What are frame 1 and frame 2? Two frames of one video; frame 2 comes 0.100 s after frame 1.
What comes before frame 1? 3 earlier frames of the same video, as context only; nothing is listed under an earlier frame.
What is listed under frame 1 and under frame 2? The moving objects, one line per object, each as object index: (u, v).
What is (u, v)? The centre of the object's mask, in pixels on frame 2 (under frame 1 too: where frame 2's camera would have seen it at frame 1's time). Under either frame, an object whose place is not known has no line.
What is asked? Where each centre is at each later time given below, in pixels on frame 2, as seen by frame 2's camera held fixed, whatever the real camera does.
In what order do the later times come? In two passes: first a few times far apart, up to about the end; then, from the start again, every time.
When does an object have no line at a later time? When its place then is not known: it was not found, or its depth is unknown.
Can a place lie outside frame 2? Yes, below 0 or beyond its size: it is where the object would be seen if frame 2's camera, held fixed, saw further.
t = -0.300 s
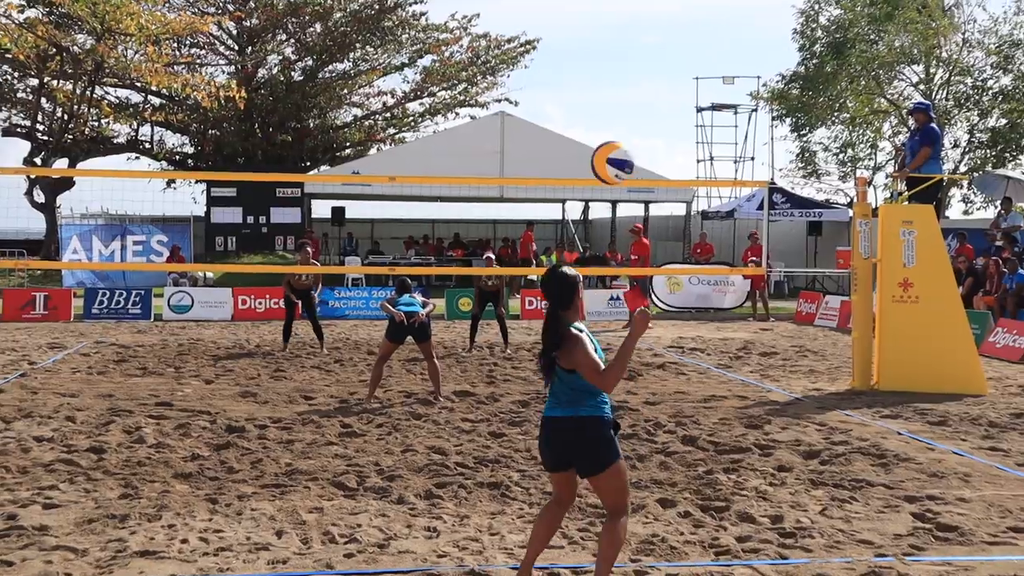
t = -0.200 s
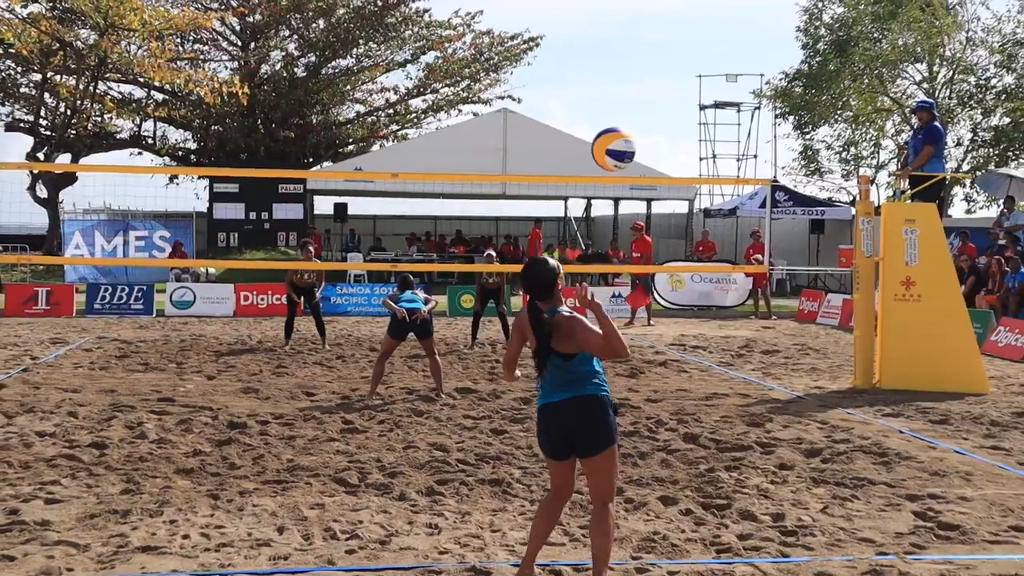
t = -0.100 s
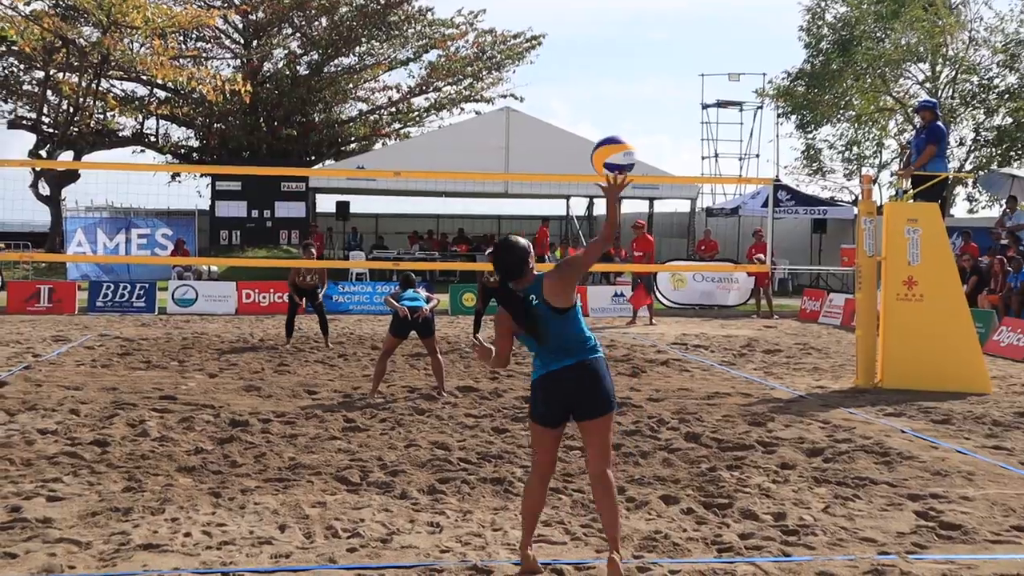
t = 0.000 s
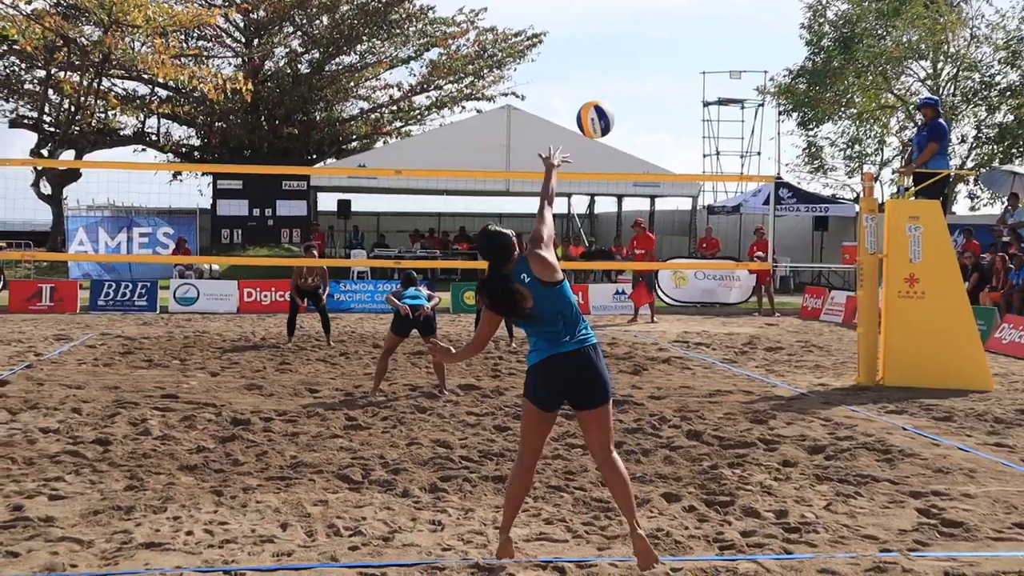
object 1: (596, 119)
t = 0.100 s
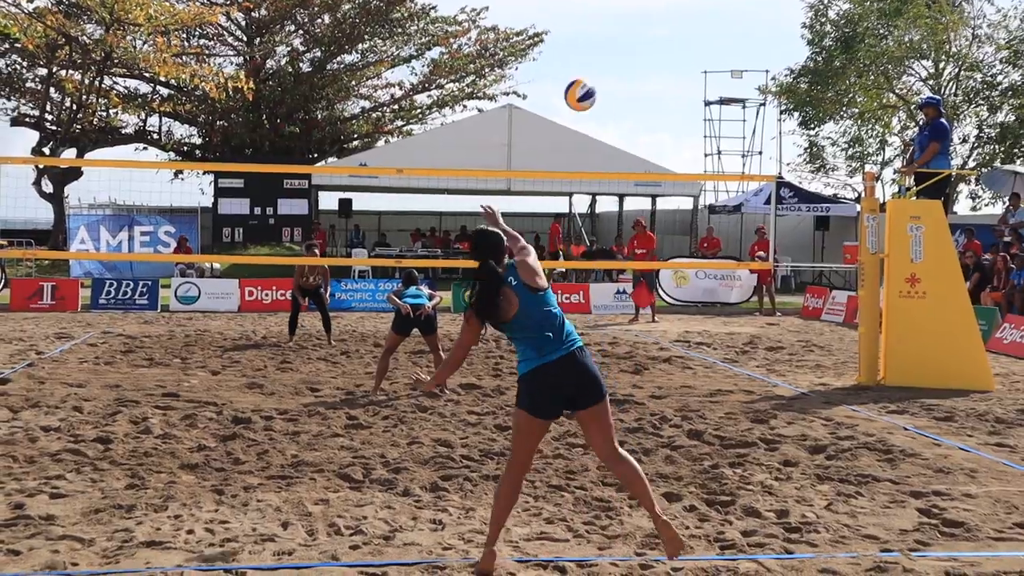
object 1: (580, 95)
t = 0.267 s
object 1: (560, 94)
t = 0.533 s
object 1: (541, 148)
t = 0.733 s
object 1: (534, 209)
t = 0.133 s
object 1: (575, 91)
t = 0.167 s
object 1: (571, 90)
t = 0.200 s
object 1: (567, 90)
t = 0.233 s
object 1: (564, 91)
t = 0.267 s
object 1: (560, 94)
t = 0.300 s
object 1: (556, 98)
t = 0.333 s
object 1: (553, 103)
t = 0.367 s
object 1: (550, 109)
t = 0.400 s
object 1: (547, 116)
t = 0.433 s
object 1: (544, 123)
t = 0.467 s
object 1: (543, 130)
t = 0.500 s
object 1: (542, 139)
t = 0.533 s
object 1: (541, 148)
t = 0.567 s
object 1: (540, 157)
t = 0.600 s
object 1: (539, 164)
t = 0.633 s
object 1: (538, 182)
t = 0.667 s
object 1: (537, 187)
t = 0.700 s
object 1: (536, 198)
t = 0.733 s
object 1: (534, 209)
